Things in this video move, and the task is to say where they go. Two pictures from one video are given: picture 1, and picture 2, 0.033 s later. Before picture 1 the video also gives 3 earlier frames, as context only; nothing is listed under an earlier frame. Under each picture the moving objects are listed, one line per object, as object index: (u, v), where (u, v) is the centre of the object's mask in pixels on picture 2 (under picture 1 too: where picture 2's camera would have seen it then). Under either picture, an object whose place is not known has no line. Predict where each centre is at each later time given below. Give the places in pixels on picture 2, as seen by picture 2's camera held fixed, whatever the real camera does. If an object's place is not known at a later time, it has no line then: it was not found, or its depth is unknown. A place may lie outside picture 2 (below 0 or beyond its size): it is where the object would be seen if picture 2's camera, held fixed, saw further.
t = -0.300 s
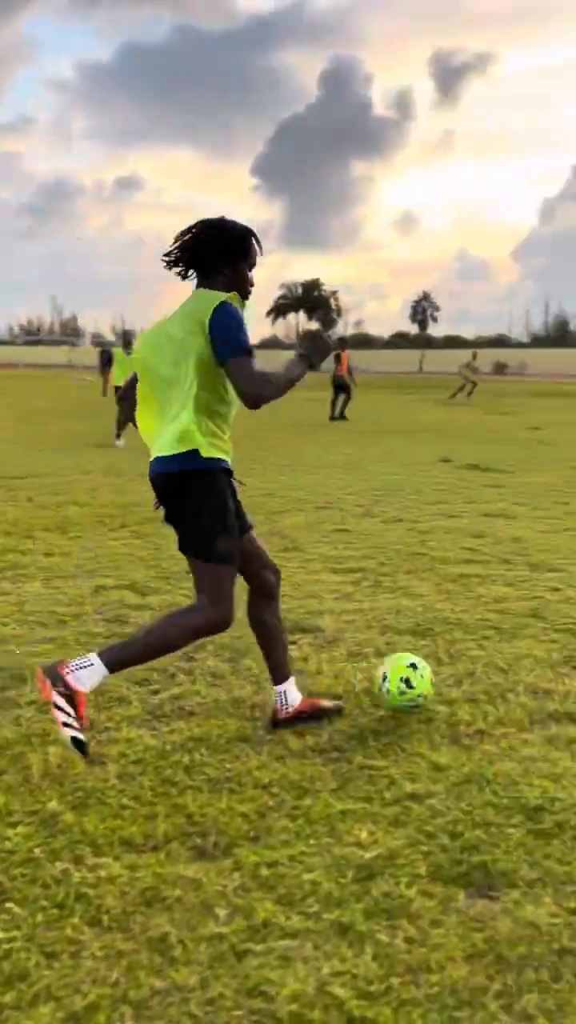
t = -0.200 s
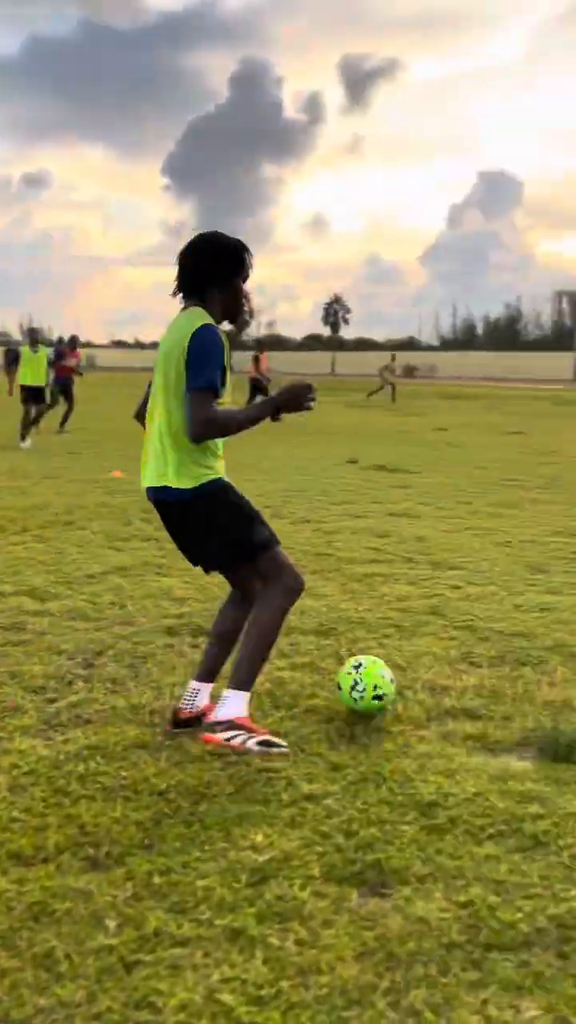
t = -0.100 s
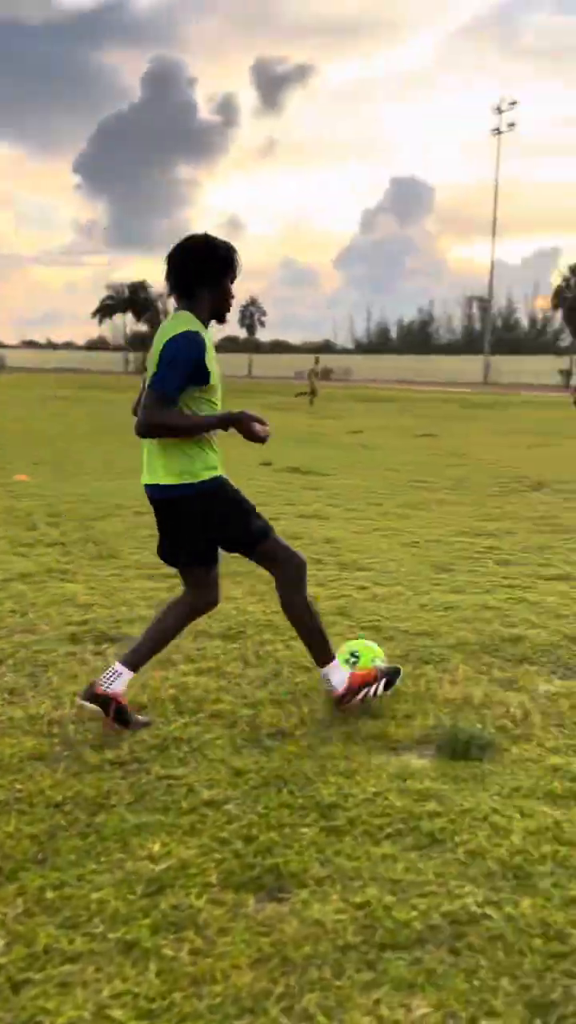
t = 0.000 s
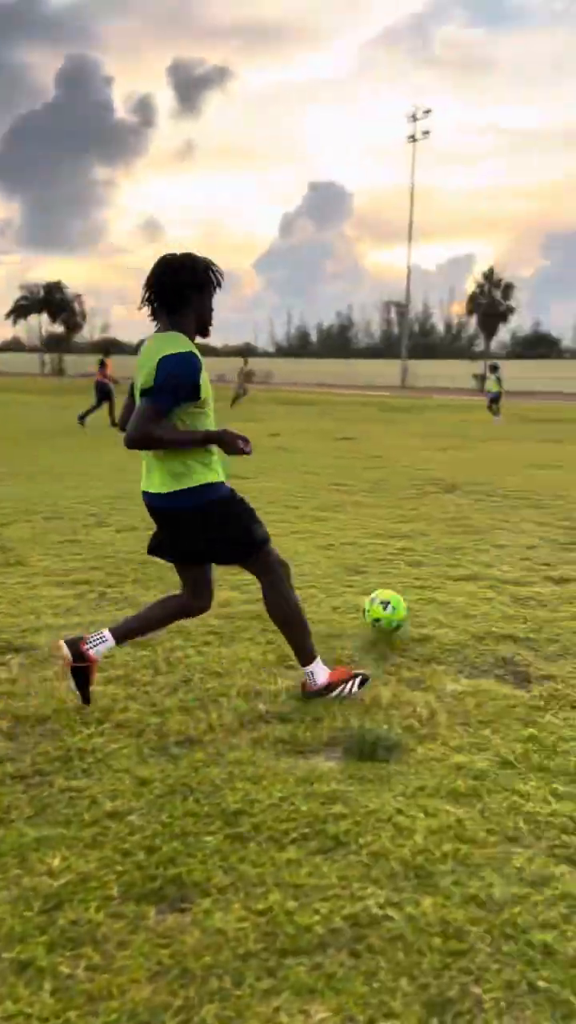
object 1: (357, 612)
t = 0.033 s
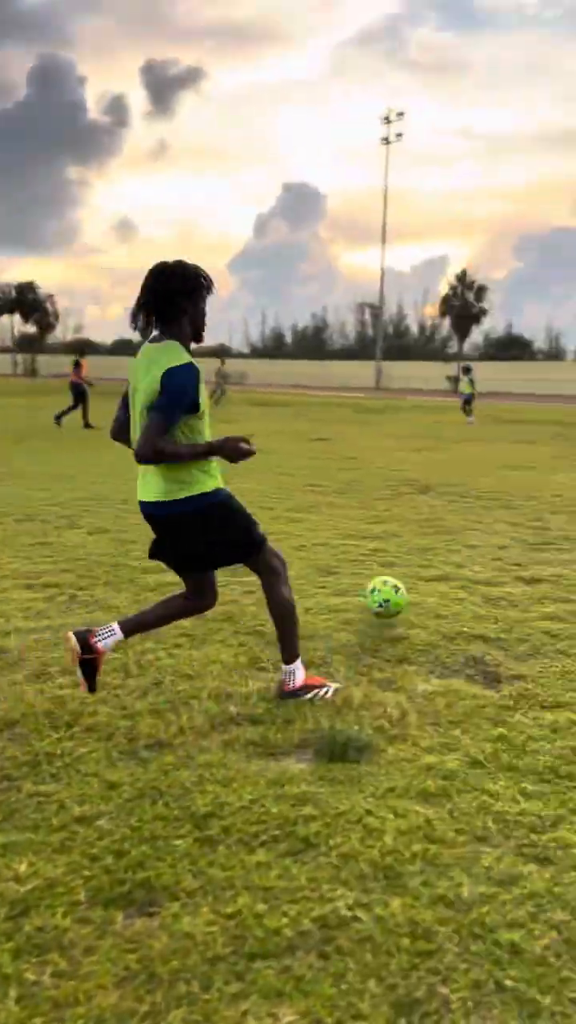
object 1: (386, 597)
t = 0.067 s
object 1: (410, 585)
